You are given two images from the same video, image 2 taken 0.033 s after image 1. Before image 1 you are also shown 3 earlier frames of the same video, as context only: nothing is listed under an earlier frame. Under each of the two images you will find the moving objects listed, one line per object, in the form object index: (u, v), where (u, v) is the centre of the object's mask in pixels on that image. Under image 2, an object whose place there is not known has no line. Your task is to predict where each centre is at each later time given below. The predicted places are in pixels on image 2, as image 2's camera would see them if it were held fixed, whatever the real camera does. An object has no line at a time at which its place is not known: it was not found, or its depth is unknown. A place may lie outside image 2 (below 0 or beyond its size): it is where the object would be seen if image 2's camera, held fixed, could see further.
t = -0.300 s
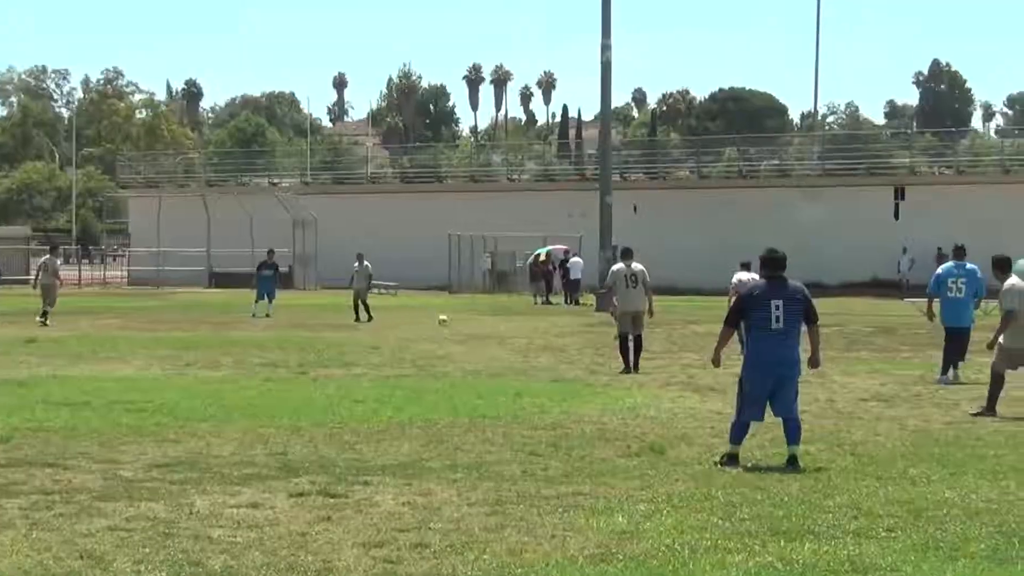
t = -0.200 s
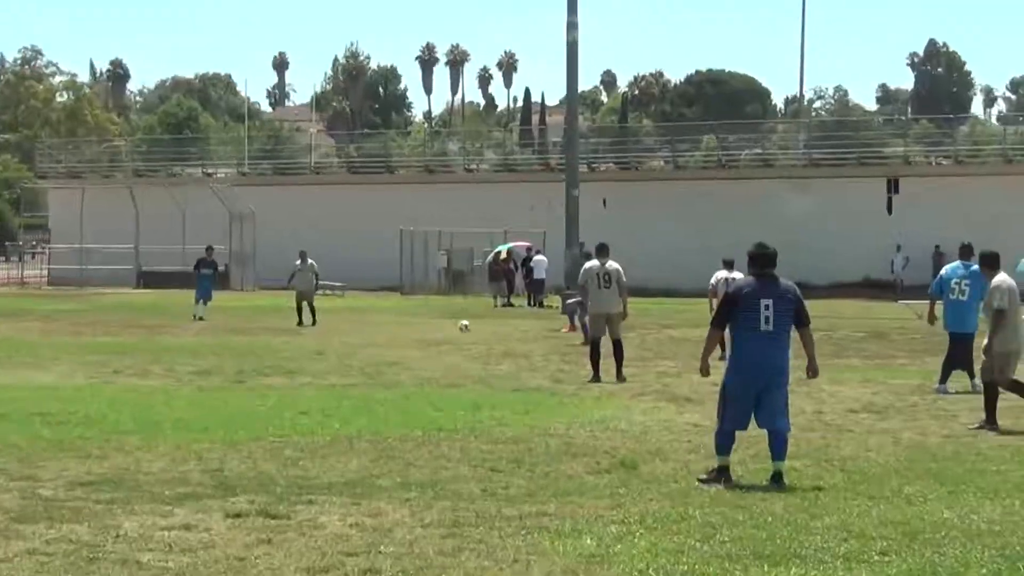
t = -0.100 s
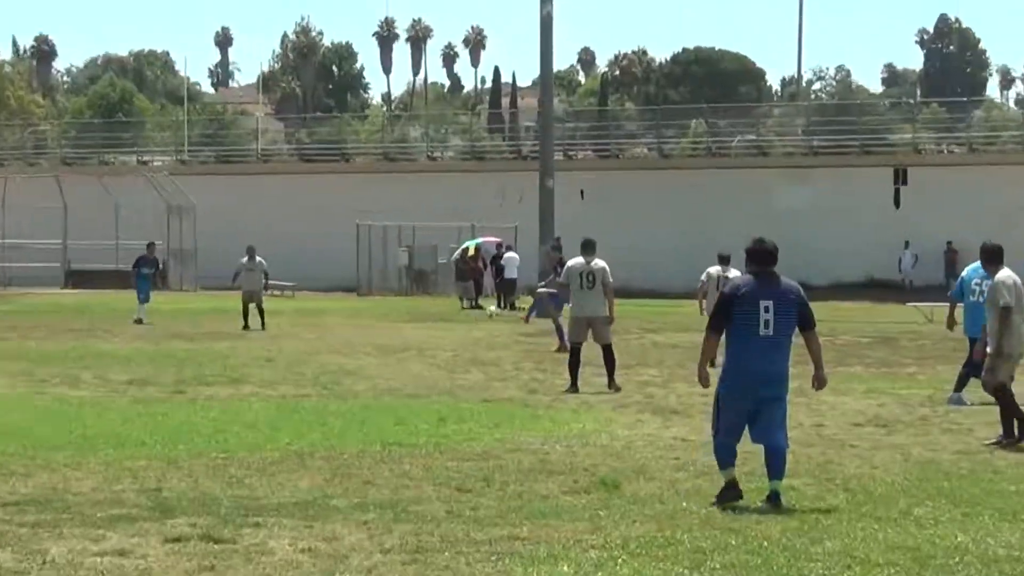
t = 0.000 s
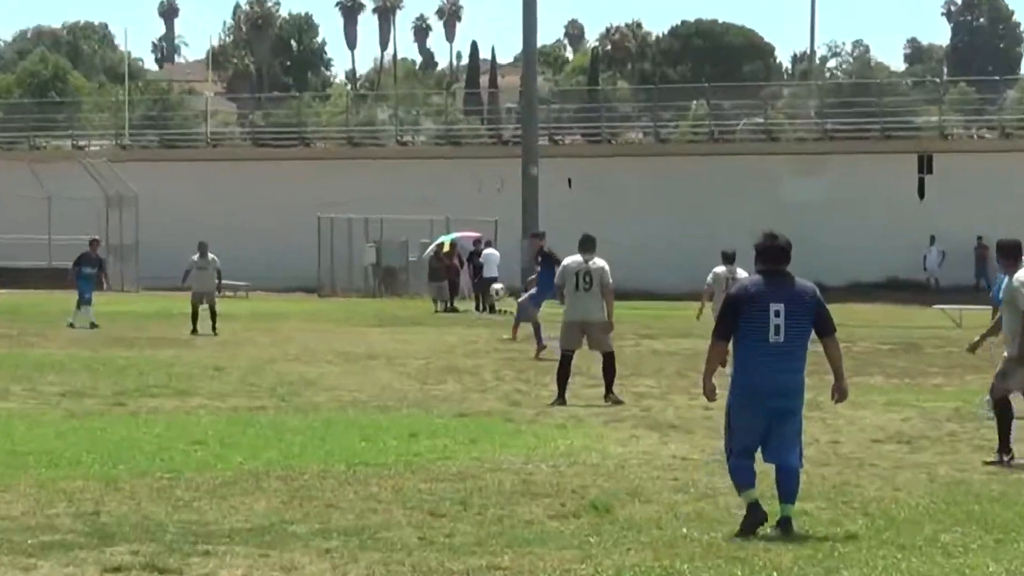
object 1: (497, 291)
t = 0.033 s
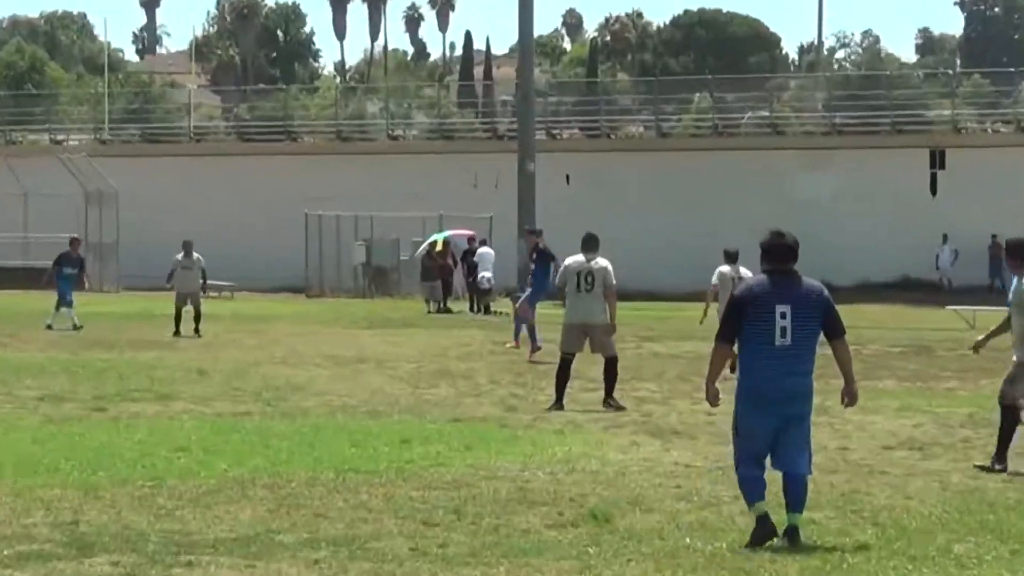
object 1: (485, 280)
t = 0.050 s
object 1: (480, 274)
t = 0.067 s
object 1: (474, 266)
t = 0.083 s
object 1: (468, 262)
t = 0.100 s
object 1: (461, 254)
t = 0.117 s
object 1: (458, 246)
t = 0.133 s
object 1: (453, 239)
